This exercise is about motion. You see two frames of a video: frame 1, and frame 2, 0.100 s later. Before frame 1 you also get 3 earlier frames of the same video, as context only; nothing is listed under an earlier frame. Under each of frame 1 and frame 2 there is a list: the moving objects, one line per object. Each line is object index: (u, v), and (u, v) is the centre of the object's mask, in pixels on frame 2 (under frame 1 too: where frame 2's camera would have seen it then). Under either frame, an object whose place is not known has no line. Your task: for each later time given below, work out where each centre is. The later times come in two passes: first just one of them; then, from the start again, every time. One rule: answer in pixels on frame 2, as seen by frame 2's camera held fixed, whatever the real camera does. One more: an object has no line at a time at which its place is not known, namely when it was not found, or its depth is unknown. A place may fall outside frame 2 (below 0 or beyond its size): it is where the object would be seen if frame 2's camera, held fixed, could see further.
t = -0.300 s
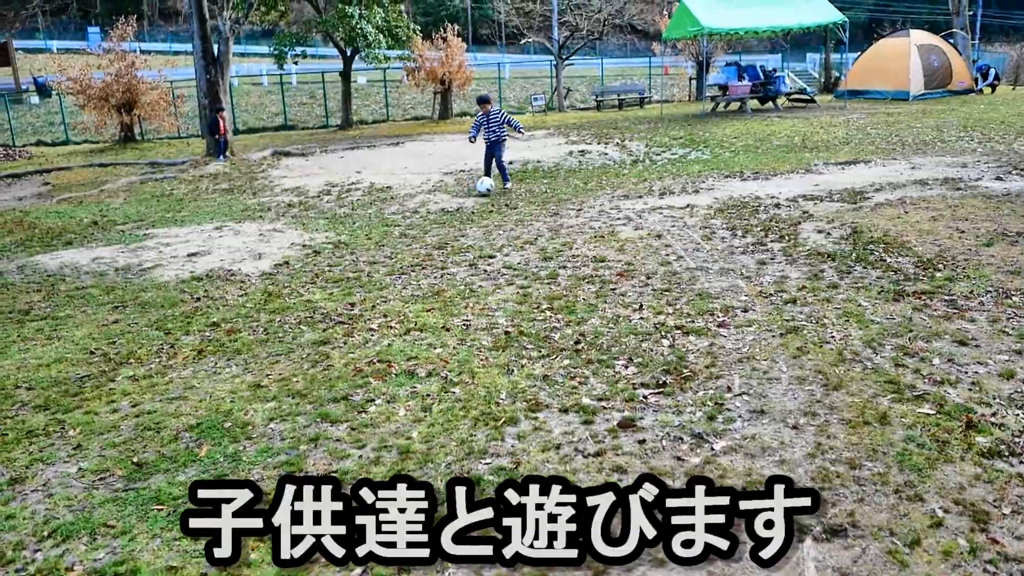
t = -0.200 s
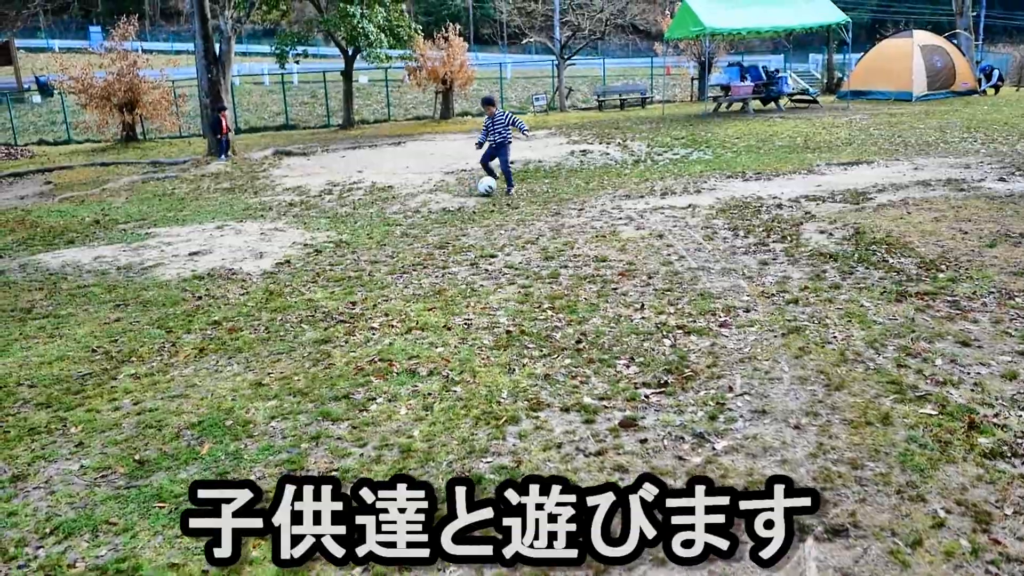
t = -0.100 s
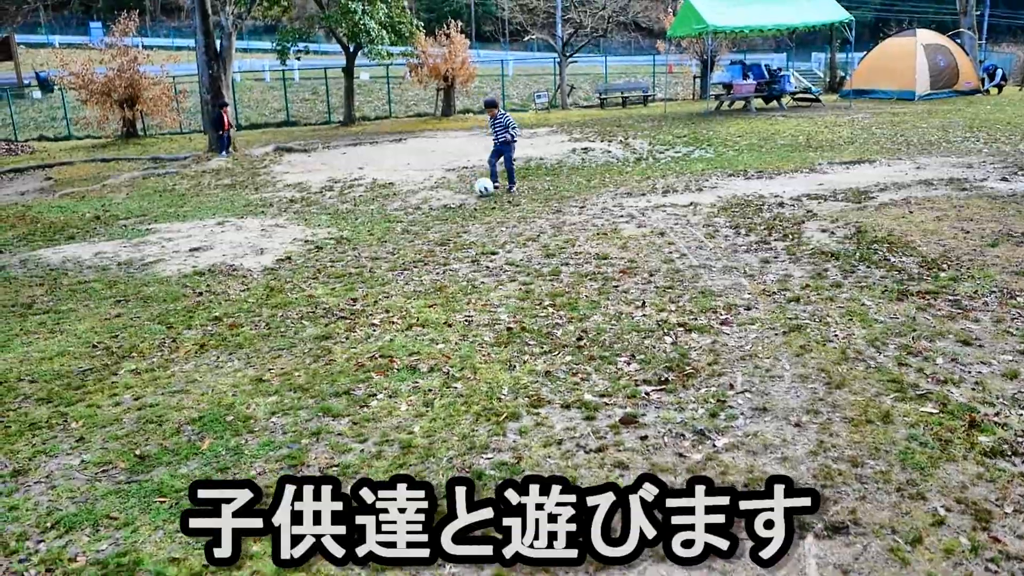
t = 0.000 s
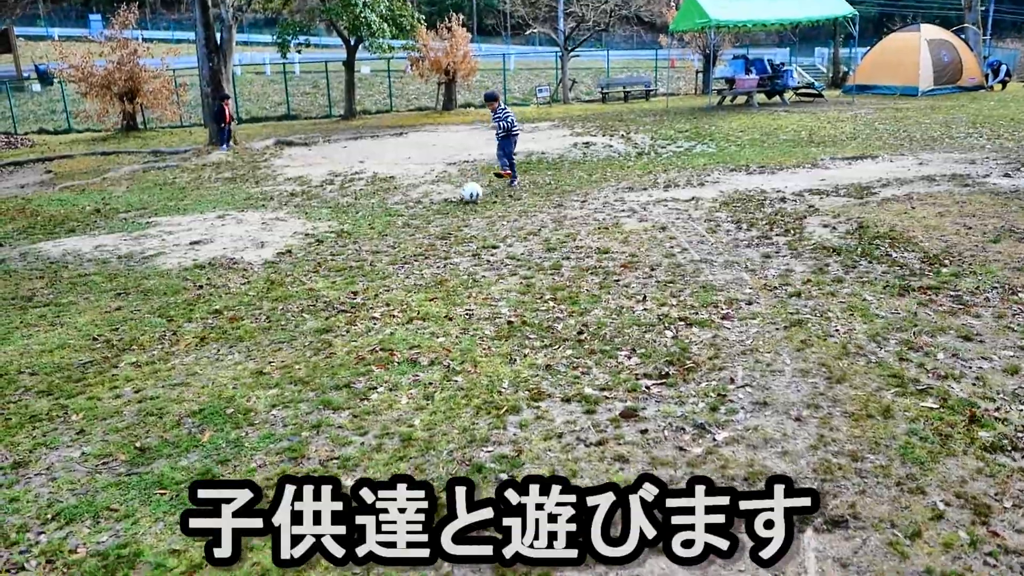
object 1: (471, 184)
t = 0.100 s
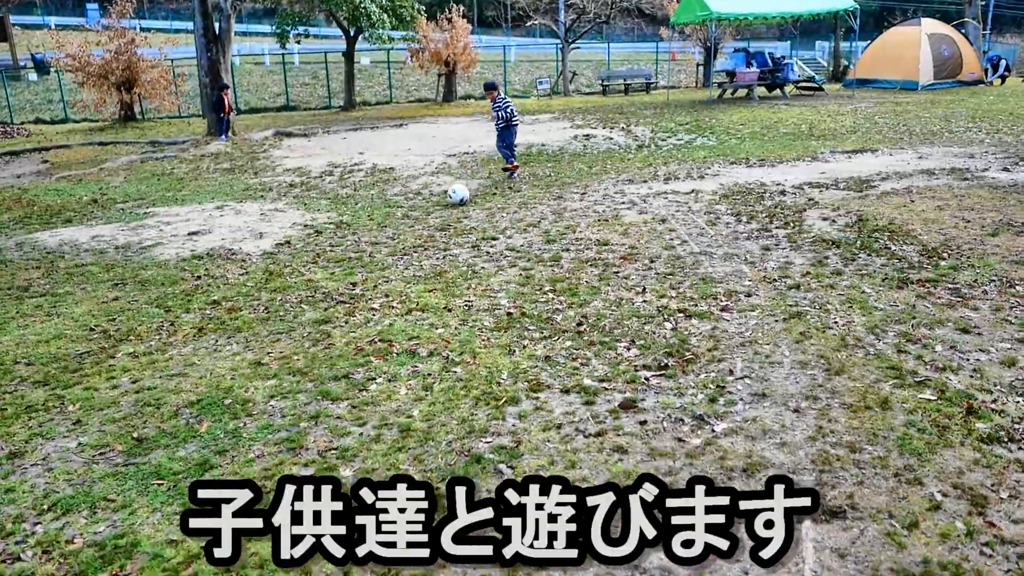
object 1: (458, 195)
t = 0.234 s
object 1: (441, 200)
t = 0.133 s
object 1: (453, 197)
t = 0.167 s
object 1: (450, 196)
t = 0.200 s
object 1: (445, 197)
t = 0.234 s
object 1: (441, 200)
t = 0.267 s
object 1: (436, 203)
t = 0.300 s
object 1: (431, 208)
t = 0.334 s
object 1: (427, 215)
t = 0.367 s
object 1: (422, 220)
